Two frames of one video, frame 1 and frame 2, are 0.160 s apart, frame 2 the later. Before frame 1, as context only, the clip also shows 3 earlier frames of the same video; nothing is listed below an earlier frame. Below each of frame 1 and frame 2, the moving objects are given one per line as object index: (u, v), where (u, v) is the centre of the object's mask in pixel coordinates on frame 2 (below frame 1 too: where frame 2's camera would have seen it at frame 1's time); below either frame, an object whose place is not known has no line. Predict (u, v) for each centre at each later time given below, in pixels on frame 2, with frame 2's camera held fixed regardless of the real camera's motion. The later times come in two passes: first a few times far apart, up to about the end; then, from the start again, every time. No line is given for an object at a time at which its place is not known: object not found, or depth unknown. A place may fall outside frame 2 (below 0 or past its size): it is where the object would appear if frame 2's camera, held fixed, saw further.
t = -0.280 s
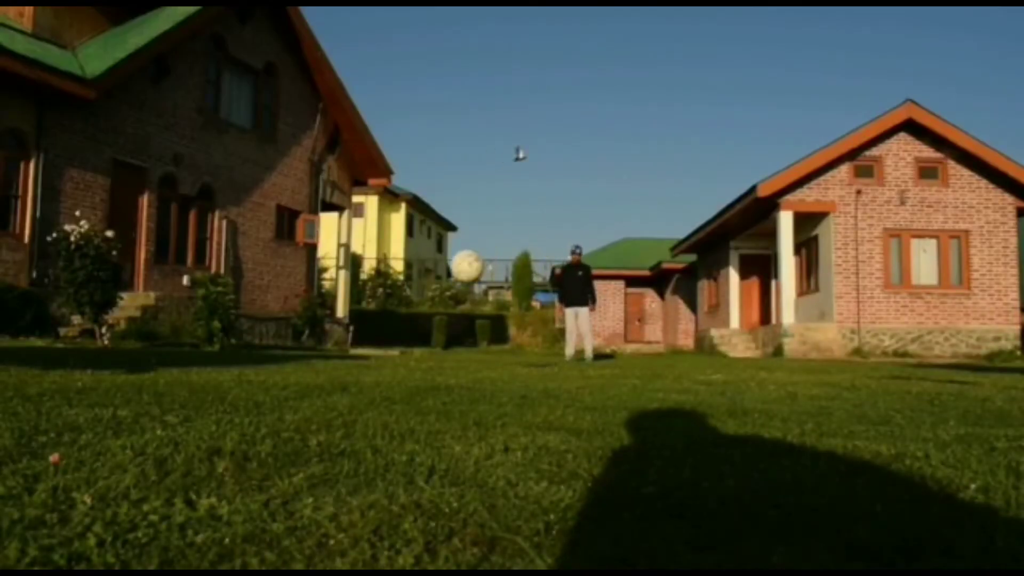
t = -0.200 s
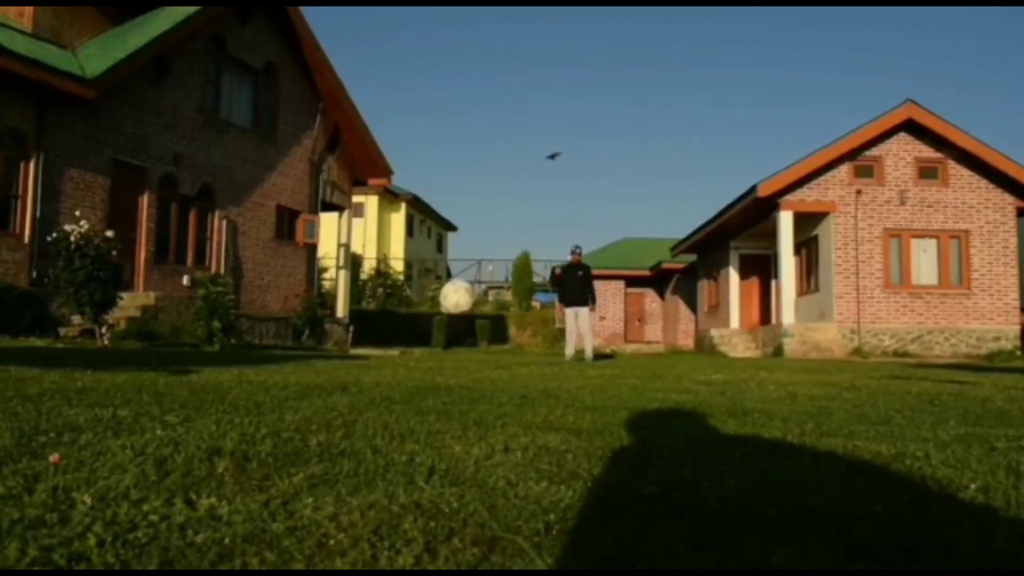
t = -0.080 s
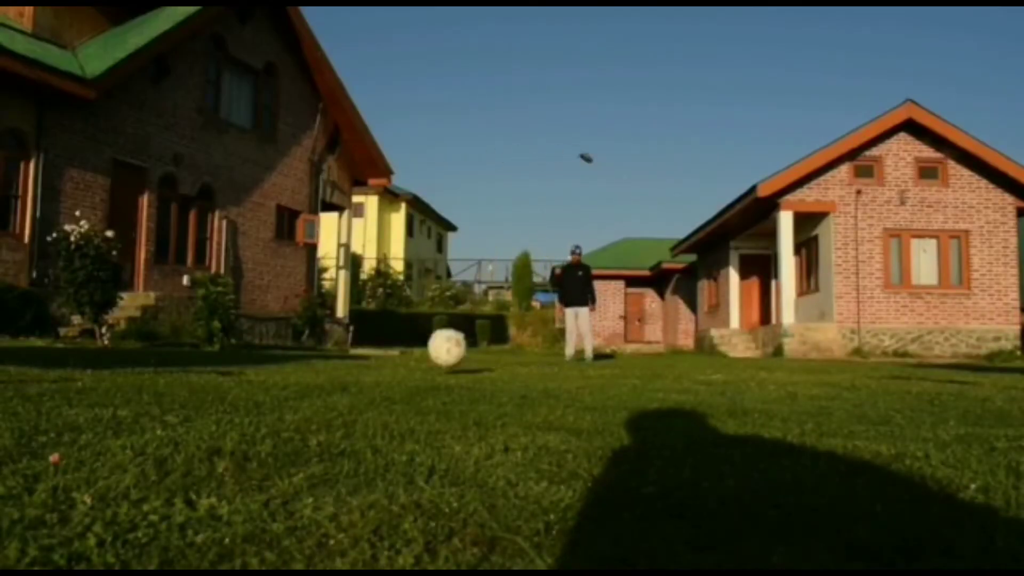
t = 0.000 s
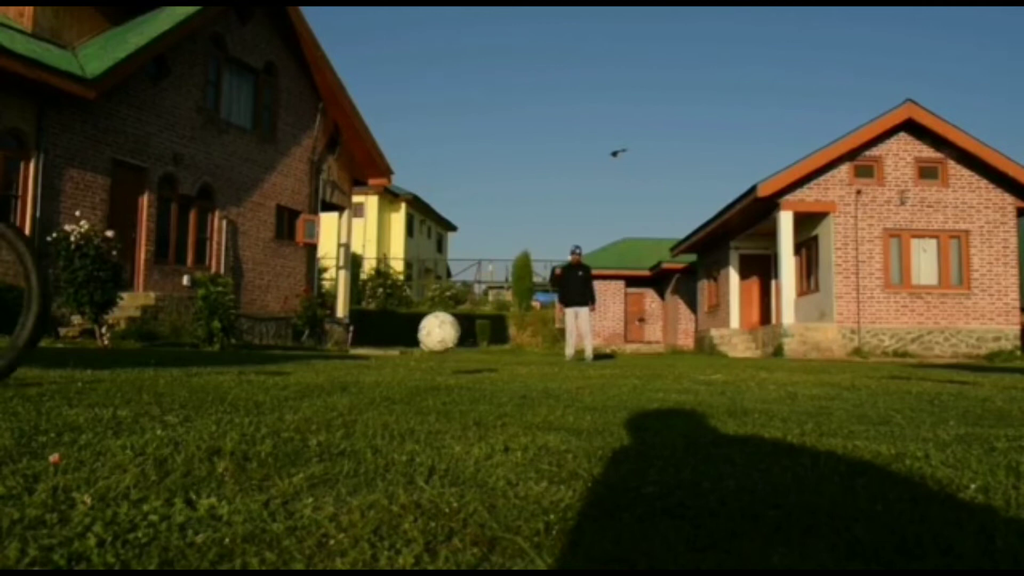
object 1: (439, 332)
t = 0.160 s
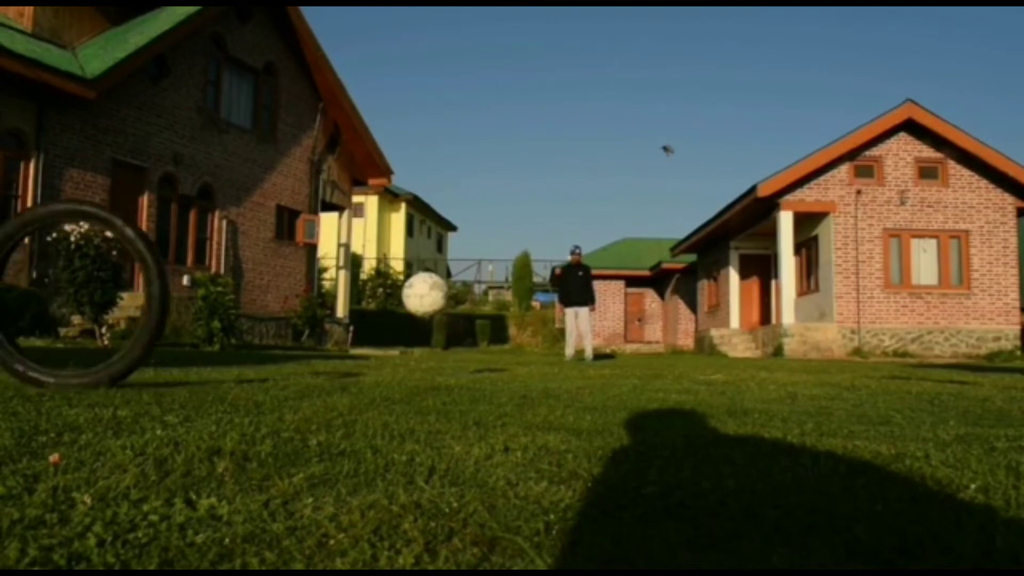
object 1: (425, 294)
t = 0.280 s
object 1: (414, 295)
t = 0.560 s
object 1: (367, 326)
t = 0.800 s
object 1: (515, 272)
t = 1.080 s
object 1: (643, 317)
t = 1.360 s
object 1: (676, 362)
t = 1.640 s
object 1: (686, 375)
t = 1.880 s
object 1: (692, 381)
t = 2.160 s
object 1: (697, 386)
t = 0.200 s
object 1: (423, 292)
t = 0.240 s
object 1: (418, 293)
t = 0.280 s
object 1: (414, 295)
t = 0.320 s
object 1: (406, 306)
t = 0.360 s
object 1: (400, 320)
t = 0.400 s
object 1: (397, 330)
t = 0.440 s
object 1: (390, 353)
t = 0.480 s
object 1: (393, 360)
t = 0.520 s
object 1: (374, 333)
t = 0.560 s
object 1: (367, 326)
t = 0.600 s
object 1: (364, 324)
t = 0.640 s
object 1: (368, 313)
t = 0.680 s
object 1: (397, 292)
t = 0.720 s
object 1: (452, 271)
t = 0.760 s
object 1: (473, 268)
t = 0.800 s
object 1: (515, 272)
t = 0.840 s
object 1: (556, 287)
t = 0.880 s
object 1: (577, 297)
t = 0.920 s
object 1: (633, 344)
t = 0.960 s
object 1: (637, 353)
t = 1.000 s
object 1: (637, 355)
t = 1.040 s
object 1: (637, 340)
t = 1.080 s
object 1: (643, 317)
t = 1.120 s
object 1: (647, 307)
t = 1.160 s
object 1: (649, 304)
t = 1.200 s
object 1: (654, 303)
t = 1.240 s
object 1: (659, 307)
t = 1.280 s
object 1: (667, 327)
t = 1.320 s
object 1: (673, 348)
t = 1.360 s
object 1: (676, 362)
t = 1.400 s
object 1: (680, 375)
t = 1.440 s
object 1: (680, 366)
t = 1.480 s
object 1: (682, 341)
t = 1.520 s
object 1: (682, 338)
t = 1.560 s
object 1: (683, 339)
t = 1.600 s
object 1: (684, 347)
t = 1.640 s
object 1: (686, 375)
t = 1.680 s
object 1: (687, 375)
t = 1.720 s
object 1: (687, 369)
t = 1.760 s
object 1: (688, 362)
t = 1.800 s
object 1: (689, 362)
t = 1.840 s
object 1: (691, 380)
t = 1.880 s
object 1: (692, 381)
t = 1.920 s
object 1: (692, 379)
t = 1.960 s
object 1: (693, 377)
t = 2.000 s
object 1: (693, 383)
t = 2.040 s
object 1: (694, 385)
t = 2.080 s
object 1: (694, 385)
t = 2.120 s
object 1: (695, 385)
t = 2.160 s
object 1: (697, 386)
